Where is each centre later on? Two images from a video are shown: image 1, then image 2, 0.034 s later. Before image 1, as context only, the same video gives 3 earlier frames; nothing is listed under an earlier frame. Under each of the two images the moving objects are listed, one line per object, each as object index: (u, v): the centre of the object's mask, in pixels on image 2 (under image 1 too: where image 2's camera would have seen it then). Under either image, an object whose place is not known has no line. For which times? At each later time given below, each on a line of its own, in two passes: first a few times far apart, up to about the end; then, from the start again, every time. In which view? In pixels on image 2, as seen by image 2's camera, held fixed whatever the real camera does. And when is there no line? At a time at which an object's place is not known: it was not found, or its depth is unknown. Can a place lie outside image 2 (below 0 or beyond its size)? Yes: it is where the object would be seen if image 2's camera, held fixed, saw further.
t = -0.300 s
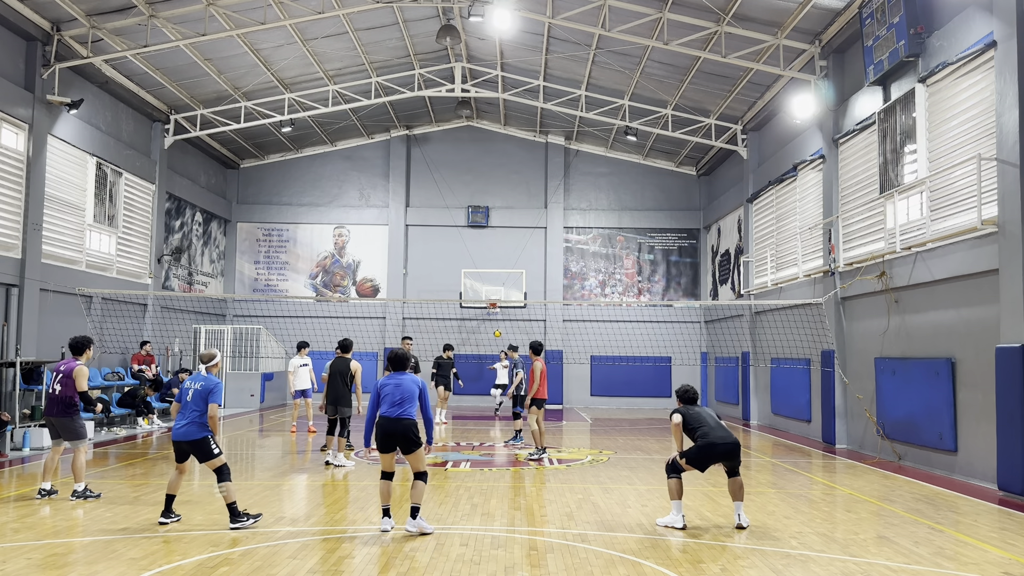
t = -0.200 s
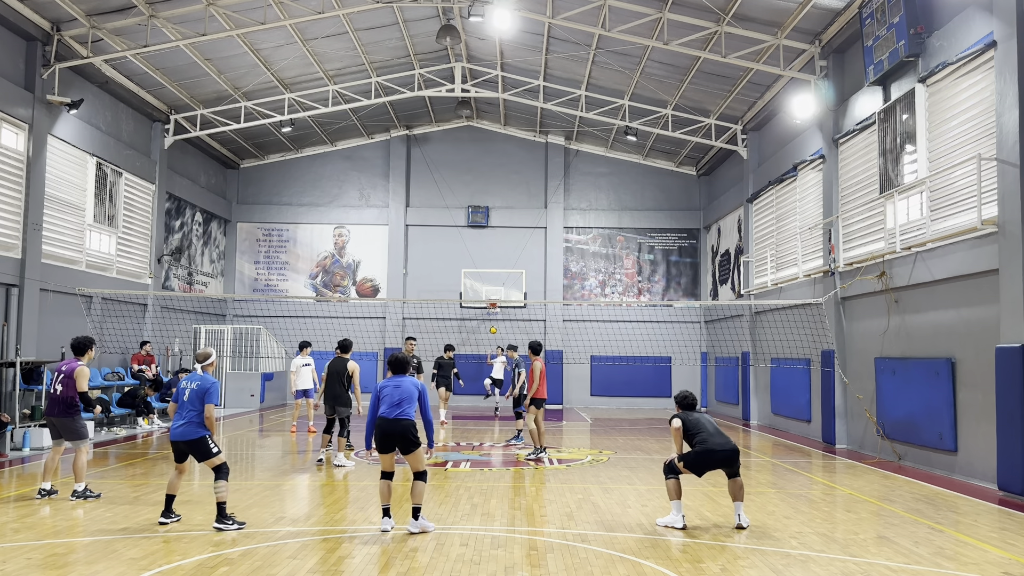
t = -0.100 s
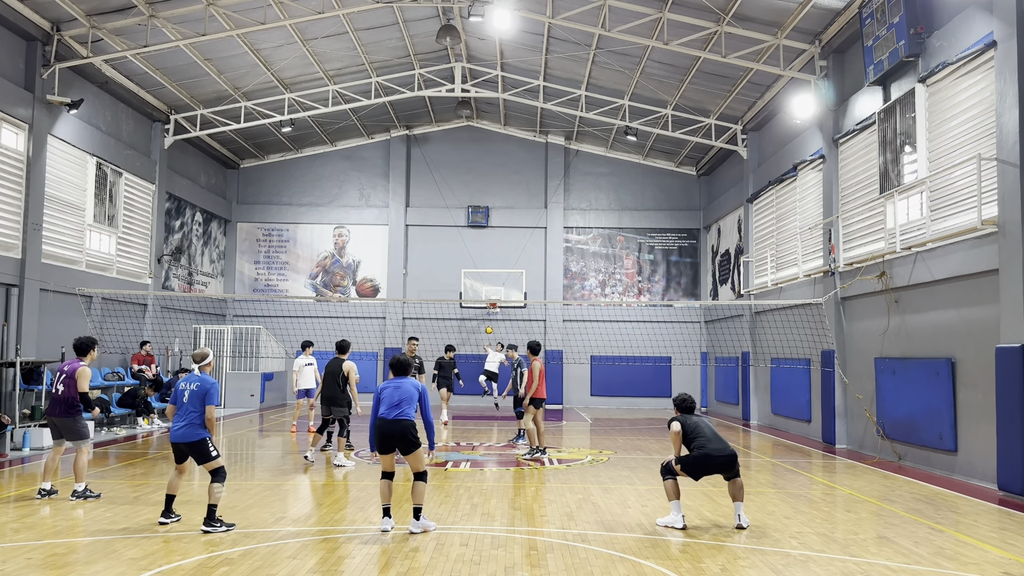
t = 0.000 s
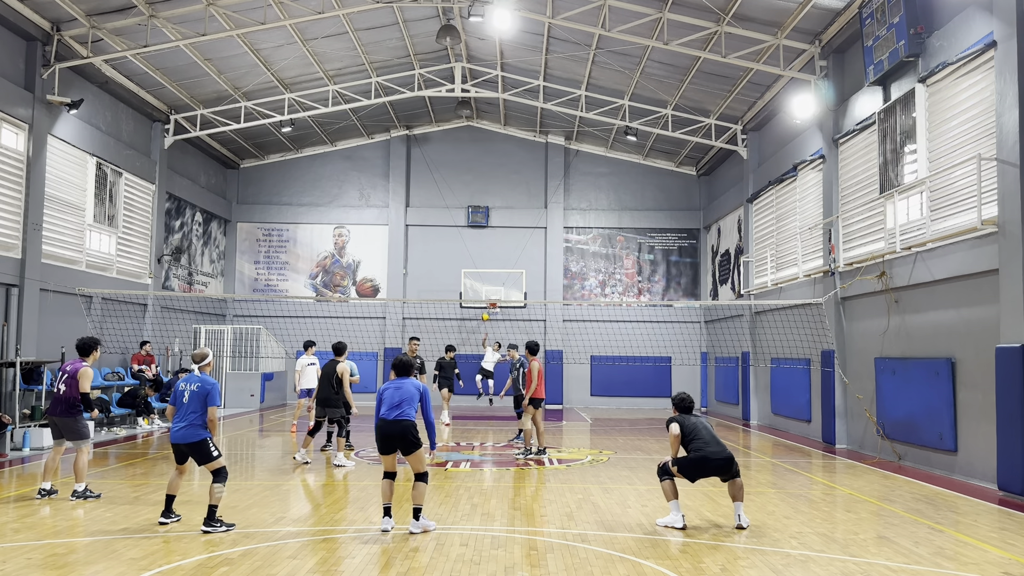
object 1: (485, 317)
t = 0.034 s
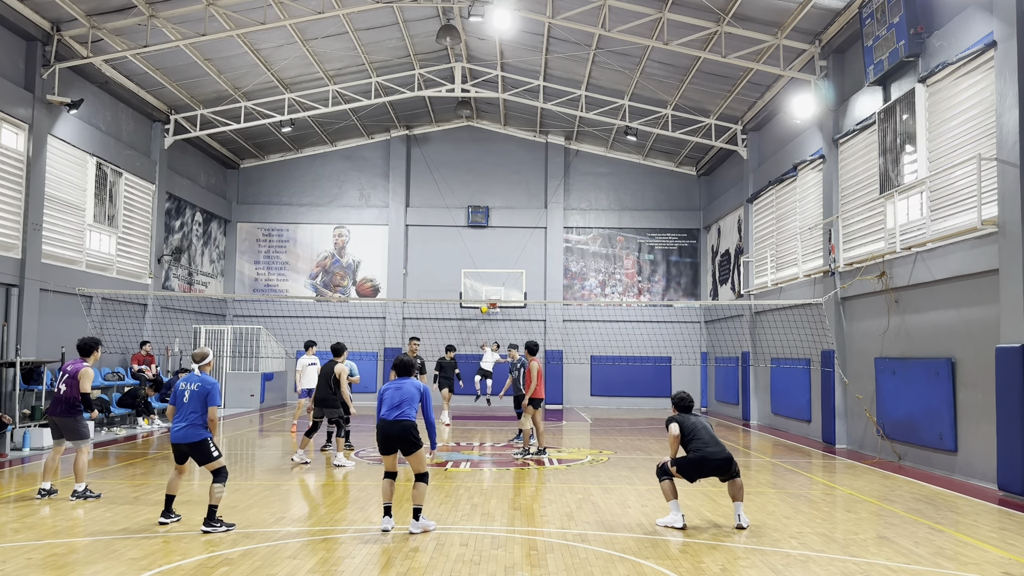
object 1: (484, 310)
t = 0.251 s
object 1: (473, 263)
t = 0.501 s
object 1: (461, 225)
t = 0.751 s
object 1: (443, 205)
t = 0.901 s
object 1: (427, 207)
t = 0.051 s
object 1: (483, 306)
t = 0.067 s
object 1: (482, 302)
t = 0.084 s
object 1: (481, 297)
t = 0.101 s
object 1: (480, 294)
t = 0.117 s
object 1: (480, 290)
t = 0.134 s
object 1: (479, 287)
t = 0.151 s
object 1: (478, 283)
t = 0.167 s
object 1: (477, 280)
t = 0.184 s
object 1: (476, 276)
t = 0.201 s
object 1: (475, 273)
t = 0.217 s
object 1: (474, 270)
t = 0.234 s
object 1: (473, 266)
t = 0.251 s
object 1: (473, 263)
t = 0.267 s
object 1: (472, 260)
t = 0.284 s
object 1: (471, 257)
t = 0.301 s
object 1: (470, 254)
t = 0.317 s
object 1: (469, 252)
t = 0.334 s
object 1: (468, 249)
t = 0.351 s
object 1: (468, 246)
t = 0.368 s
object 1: (467, 244)
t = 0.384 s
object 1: (466, 241)
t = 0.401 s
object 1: (465, 239)
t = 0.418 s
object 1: (465, 236)
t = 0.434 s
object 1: (464, 234)
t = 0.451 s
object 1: (463, 232)
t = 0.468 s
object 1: (462, 229)
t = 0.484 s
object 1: (462, 227)
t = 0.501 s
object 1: (461, 225)
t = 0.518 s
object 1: (460, 223)
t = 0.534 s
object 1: (459, 221)
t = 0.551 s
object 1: (458, 219)
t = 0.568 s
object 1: (457, 217)
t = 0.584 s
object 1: (456, 215)
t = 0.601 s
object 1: (455, 214)
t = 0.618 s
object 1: (454, 212)
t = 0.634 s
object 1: (453, 211)
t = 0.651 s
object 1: (451, 210)
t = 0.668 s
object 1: (450, 209)
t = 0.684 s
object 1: (449, 208)
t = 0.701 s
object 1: (447, 207)
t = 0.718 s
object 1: (446, 206)
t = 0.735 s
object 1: (444, 205)
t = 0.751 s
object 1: (443, 205)
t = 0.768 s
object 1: (441, 205)
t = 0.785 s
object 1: (440, 204)
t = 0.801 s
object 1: (438, 204)
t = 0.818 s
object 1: (436, 204)
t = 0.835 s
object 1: (435, 204)
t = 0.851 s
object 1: (433, 205)
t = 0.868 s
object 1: (431, 205)
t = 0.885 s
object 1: (429, 206)
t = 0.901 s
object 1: (427, 207)
